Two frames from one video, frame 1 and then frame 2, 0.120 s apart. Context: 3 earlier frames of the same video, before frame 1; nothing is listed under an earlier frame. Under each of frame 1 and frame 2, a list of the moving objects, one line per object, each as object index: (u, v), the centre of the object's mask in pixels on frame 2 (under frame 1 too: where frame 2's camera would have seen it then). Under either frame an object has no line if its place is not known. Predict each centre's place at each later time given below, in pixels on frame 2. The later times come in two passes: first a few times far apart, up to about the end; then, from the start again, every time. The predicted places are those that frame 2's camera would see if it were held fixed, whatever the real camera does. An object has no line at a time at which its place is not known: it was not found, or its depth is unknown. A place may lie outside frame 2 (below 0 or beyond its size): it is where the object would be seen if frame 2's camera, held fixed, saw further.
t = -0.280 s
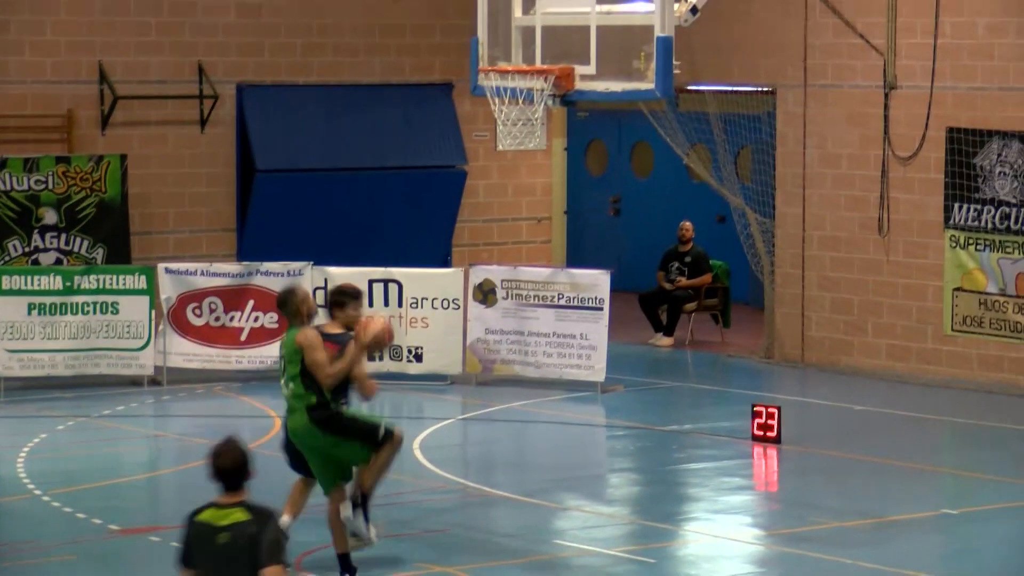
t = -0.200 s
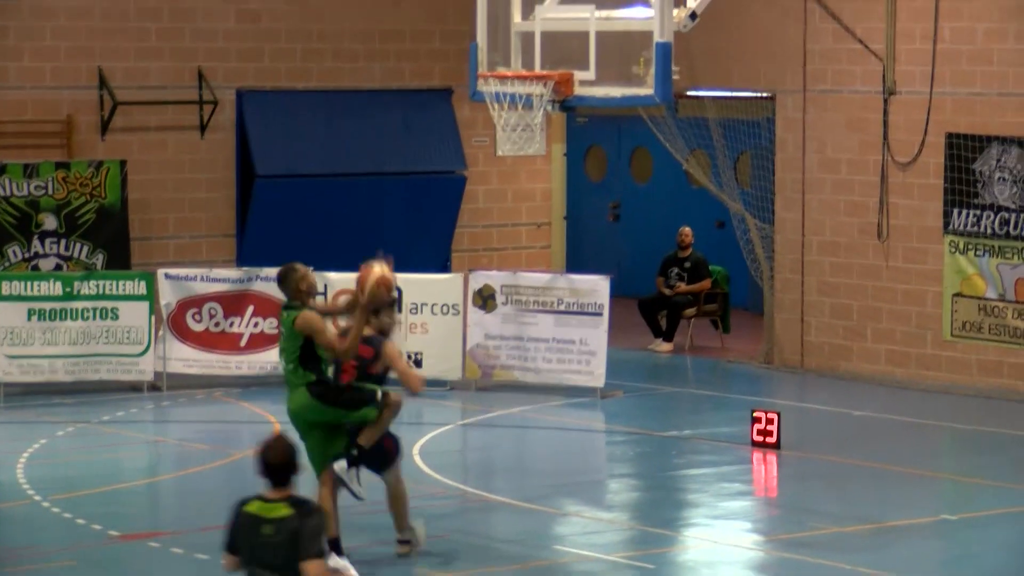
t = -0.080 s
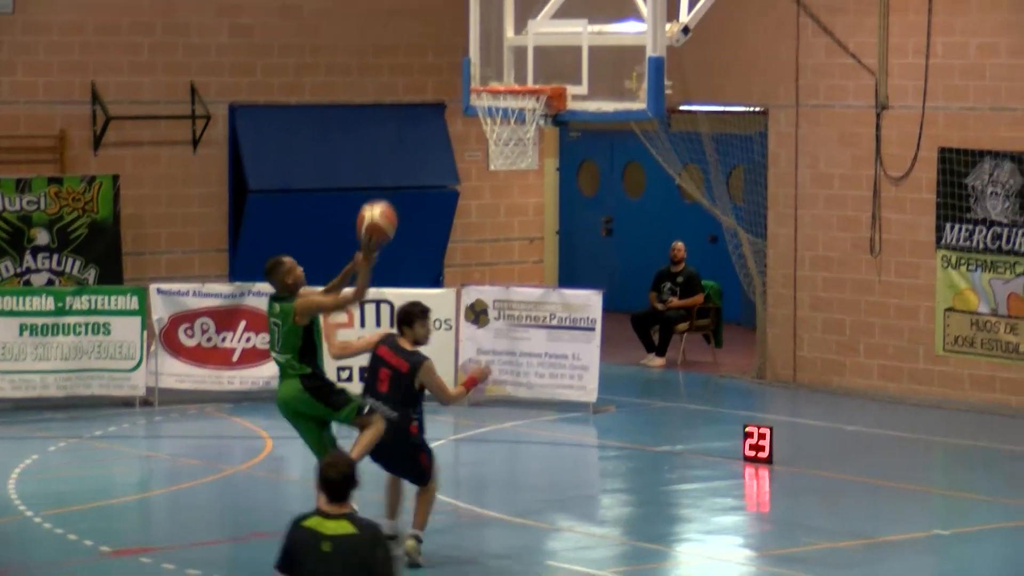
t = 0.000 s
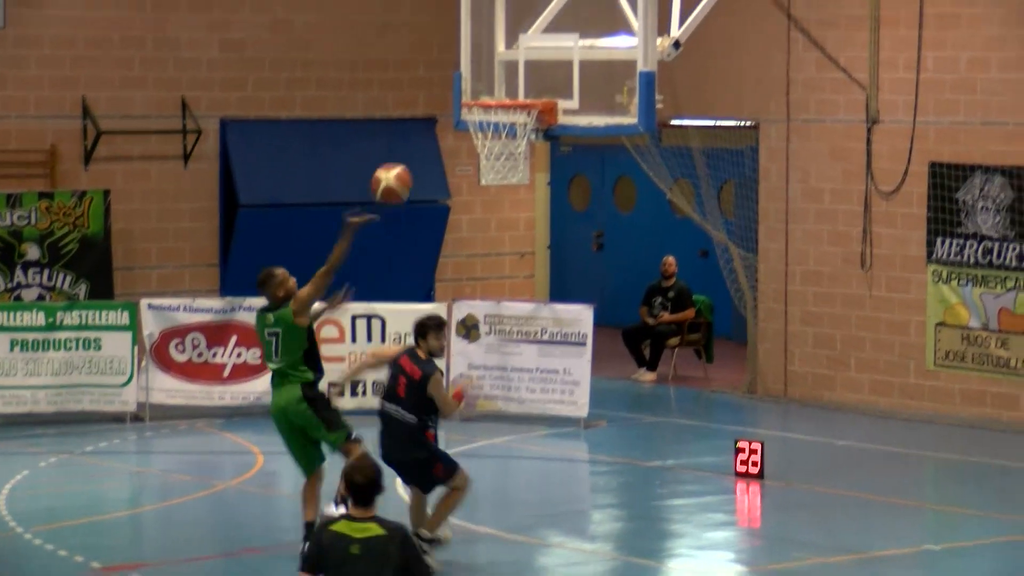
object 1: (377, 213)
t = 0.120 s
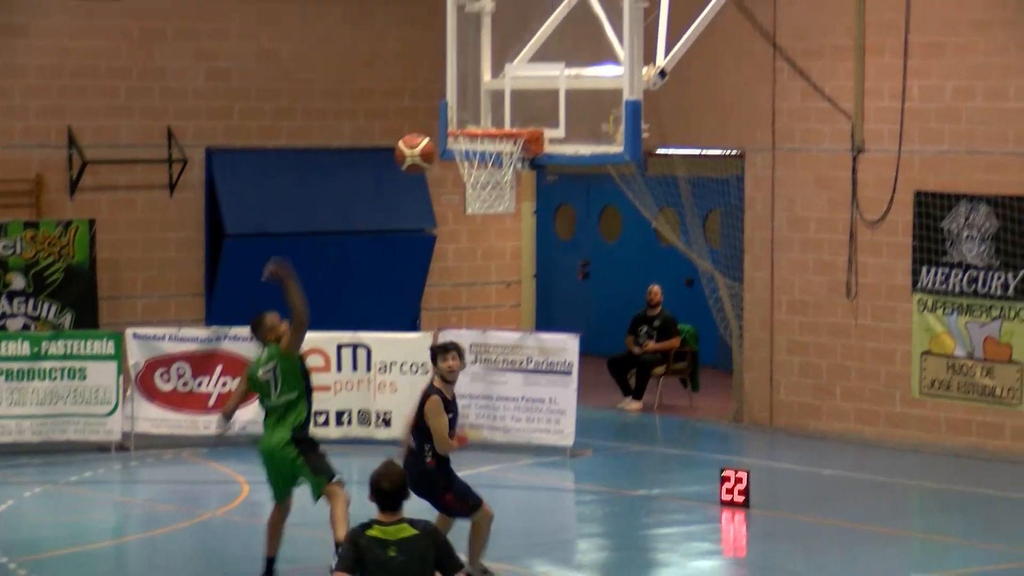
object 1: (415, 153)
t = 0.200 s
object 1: (440, 126)
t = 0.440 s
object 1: (510, 110)
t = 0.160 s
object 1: (427, 139)
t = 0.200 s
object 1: (440, 126)
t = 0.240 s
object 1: (451, 117)
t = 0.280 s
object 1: (464, 111)
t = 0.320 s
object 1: (475, 107)
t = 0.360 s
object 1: (487, 106)
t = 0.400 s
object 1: (499, 107)
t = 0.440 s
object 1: (510, 110)
